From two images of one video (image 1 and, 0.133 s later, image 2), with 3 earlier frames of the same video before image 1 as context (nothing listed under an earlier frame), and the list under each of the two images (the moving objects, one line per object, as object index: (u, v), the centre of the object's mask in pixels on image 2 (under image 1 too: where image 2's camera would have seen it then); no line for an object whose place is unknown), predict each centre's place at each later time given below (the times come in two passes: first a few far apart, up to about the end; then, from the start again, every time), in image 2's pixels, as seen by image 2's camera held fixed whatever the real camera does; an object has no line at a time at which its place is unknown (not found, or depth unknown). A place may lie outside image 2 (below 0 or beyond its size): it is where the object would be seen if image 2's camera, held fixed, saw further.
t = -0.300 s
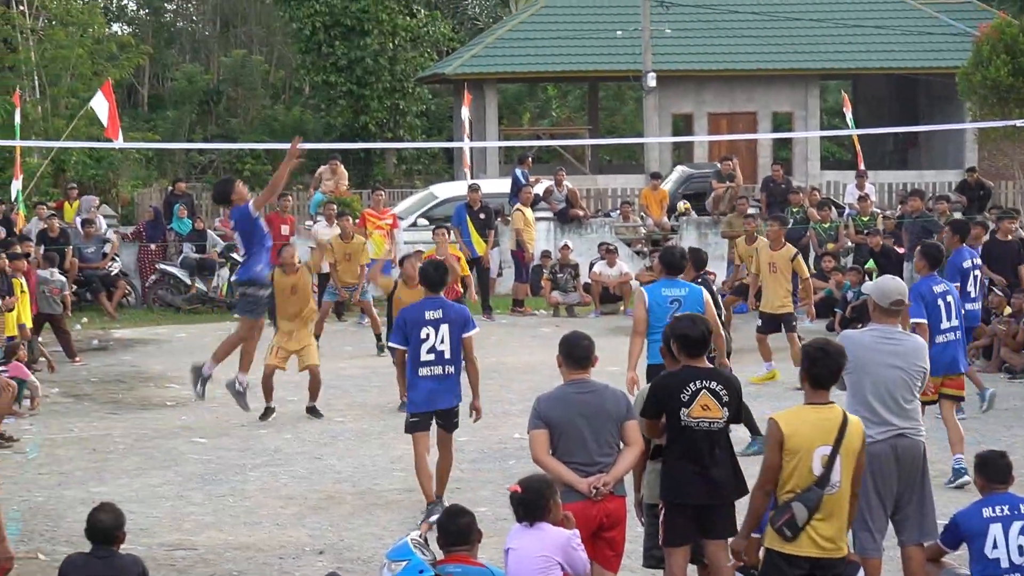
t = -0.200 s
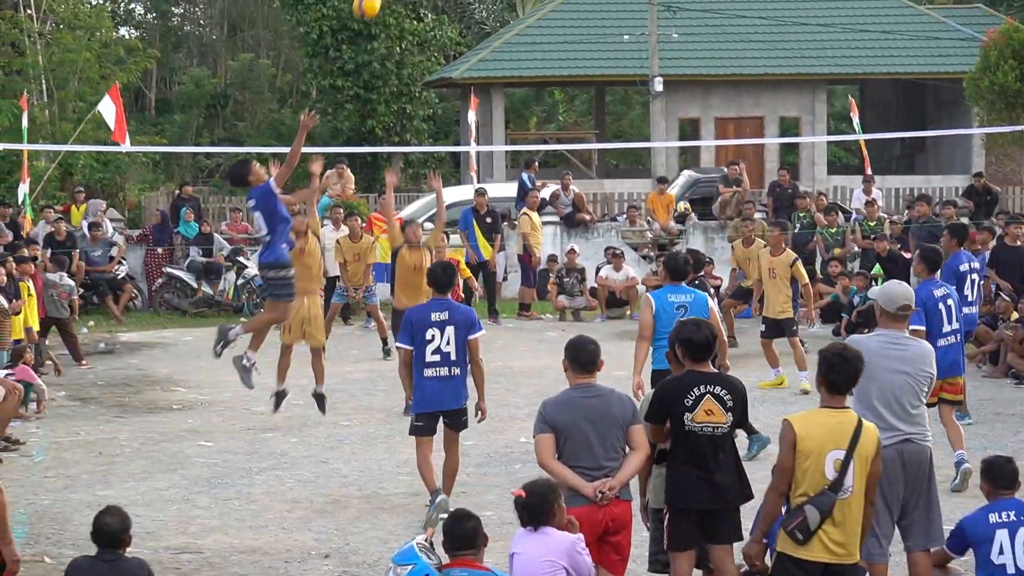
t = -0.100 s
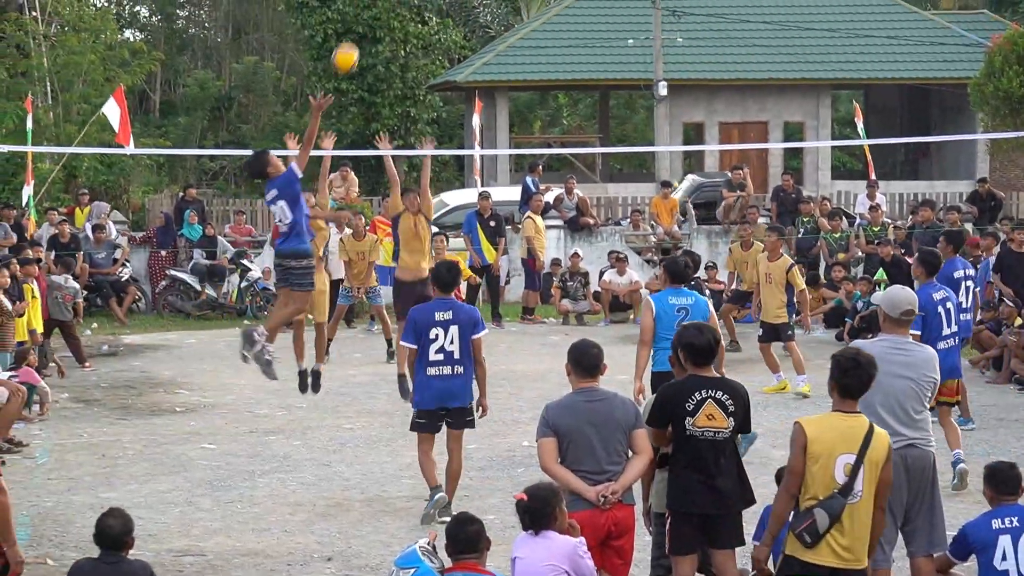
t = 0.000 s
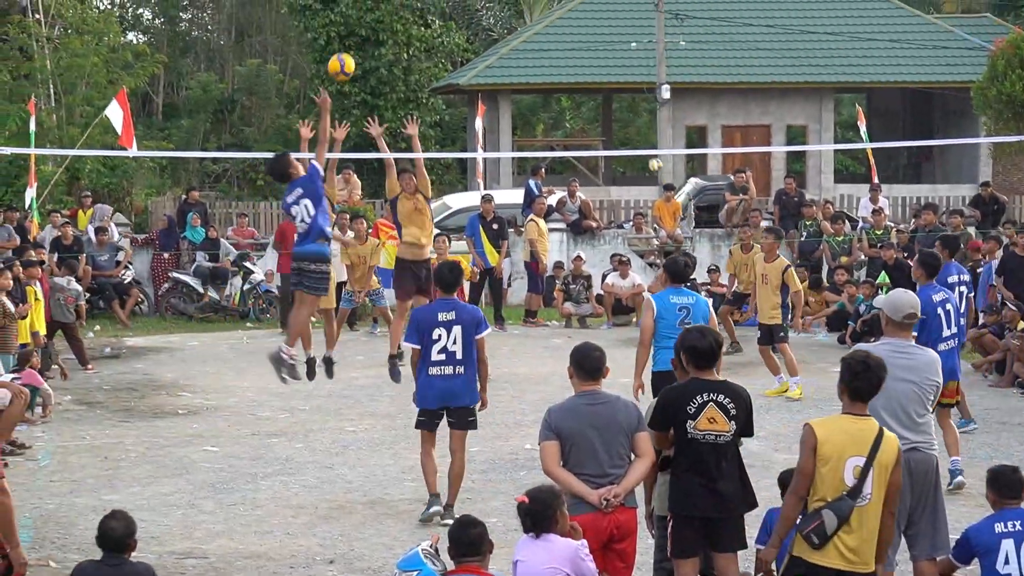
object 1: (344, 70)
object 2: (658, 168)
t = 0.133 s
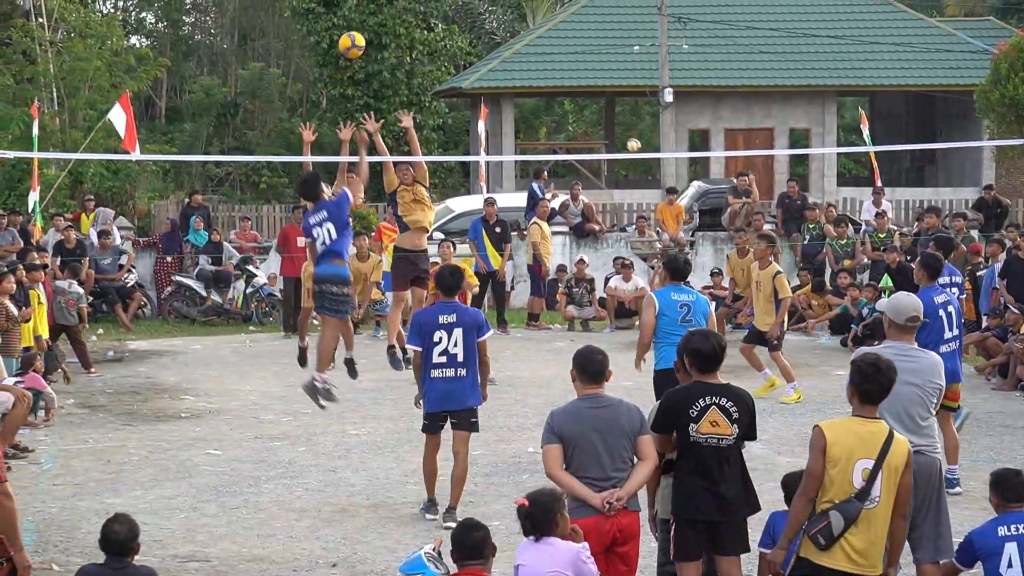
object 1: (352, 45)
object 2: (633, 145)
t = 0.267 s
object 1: (360, 40)
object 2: (609, 132)
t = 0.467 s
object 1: (372, 70)
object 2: (574, 134)
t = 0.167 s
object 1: (354, 42)
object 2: (627, 141)
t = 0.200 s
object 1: (356, 39)
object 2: (621, 137)
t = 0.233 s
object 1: (358, 39)
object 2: (615, 134)
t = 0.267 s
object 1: (360, 40)
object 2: (609, 132)
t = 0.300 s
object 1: (362, 42)
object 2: (603, 131)
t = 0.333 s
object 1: (364, 44)
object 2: (598, 130)
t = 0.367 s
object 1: (366, 49)
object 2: (591, 130)
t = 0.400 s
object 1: (368, 54)
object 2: (585, 131)
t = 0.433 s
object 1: (370, 62)
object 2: (579, 132)
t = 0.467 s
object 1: (372, 70)
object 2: (574, 134)
